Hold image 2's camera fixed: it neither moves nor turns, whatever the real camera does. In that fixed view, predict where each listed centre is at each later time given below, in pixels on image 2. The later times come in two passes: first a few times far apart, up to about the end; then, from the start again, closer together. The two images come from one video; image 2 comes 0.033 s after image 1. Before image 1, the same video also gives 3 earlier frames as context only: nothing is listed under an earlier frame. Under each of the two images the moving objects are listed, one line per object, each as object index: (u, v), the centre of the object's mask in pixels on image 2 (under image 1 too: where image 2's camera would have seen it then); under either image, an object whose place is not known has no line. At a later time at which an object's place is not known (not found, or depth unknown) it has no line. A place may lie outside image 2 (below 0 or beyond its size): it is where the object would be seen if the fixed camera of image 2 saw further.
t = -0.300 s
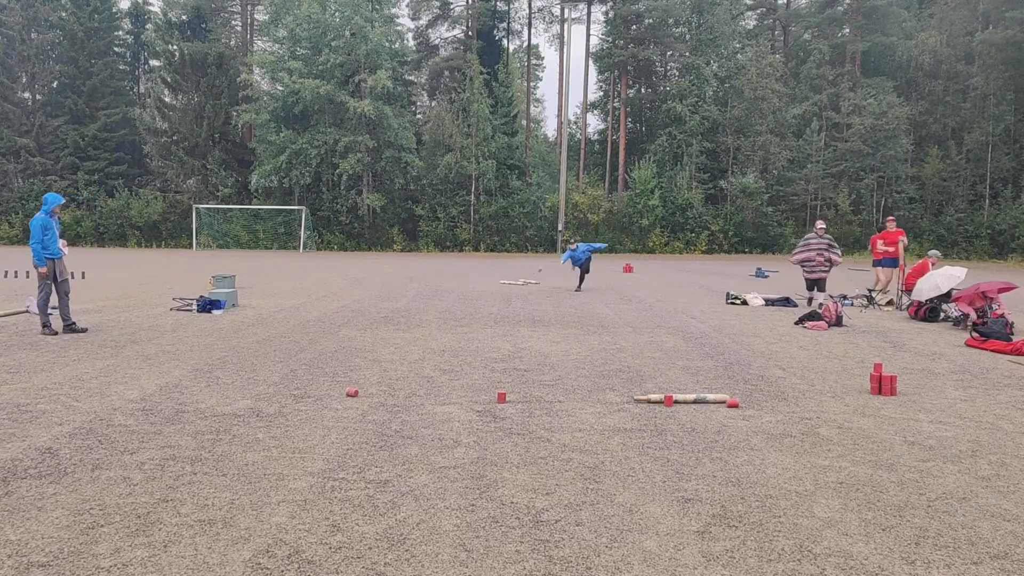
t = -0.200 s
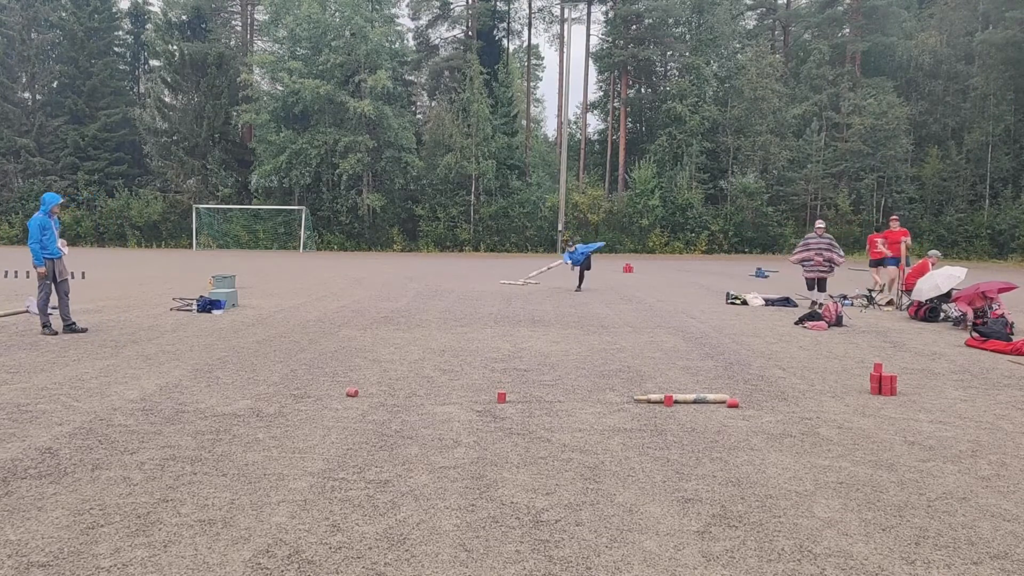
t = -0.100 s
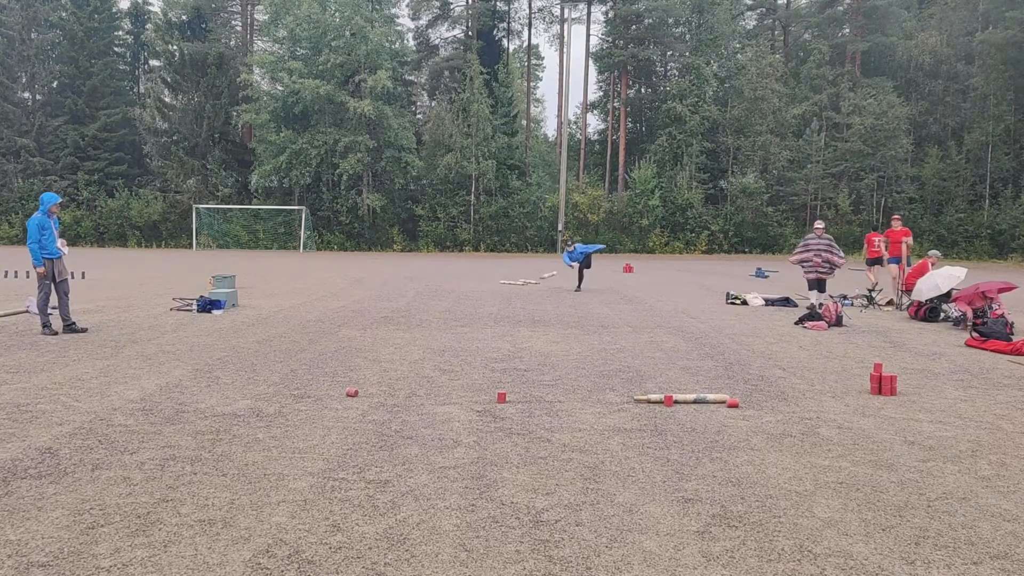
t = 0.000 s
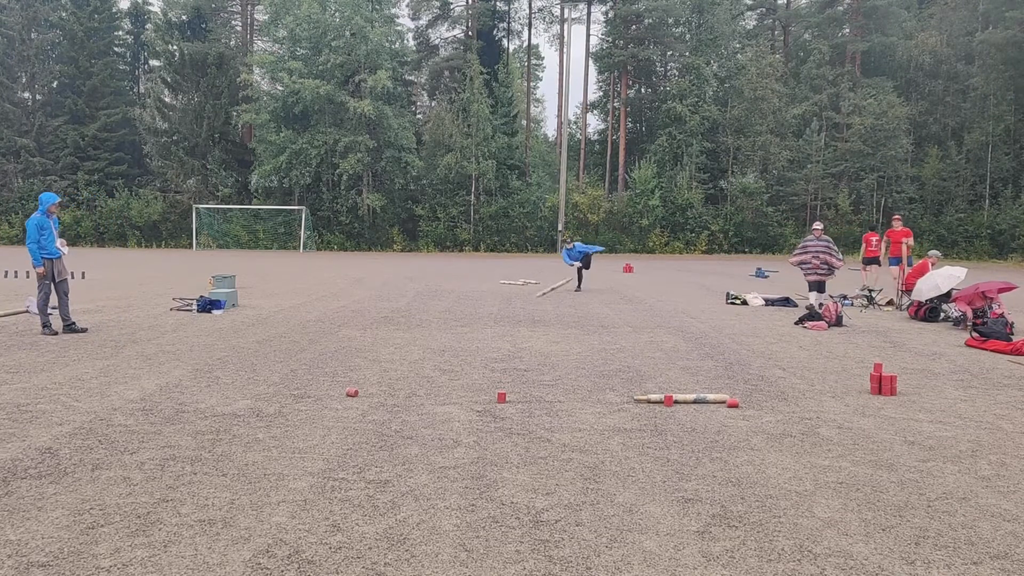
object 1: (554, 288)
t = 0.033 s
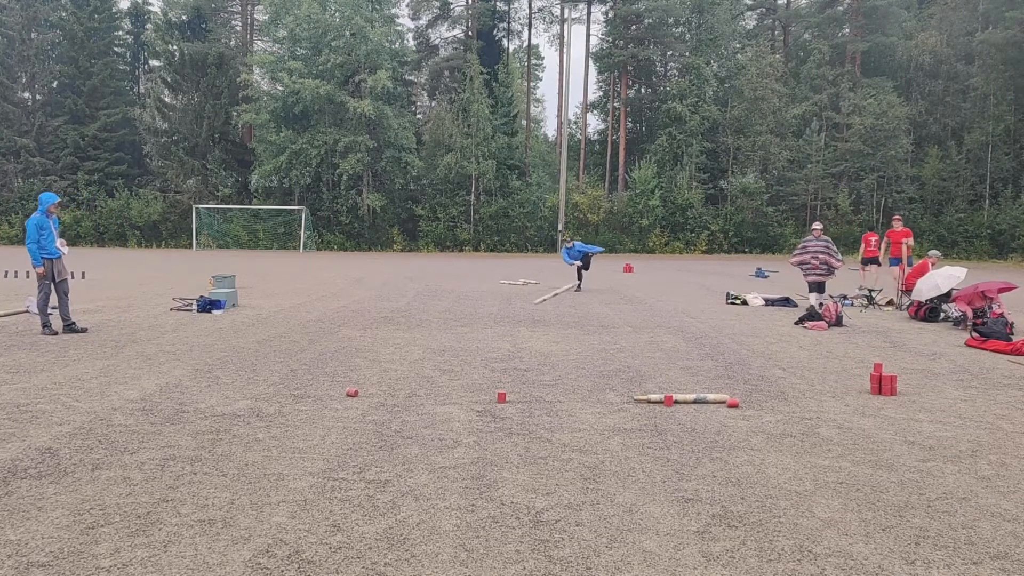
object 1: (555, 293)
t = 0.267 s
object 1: (572, 329)
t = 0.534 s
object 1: (592, 357)
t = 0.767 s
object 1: (614, 384)
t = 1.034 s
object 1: (633, 416)
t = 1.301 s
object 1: (640, 443)
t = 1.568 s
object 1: (657, 468)
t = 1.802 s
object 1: (661, 484)
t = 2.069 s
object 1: (680, 497)
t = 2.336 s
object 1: (706, 502)
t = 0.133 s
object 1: (561, 316)
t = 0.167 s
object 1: (564, 326)
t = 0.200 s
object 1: (567, 327)
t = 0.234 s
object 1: (569, 328)
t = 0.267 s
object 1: (572, 329)
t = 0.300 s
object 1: (574, 331)
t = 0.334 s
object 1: (577, 334)
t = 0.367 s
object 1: (579, 338)
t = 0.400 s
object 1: (581, 343)
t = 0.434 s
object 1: (584, 348)
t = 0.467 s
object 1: (586, 351)
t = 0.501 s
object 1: (589, 354)
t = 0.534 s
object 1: (592, 357)
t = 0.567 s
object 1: (595, 361)
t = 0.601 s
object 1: (598, 365)
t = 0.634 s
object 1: (602, 368)
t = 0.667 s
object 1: (605, 372)
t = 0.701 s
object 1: (610, 377)
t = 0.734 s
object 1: (612, 380)
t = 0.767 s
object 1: (614, 384)
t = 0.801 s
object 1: (619, 389)
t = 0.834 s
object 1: (621, 393)
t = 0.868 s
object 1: (624, 398)
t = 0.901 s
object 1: (627, 401)
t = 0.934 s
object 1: (629, 405)
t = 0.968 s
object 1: (632, 409)
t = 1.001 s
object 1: (632, 413)
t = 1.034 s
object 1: (633, 416)
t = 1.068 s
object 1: (635, 420)
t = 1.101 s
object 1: (635, 423)
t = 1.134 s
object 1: (635, 426)
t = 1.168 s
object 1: (636, 429)
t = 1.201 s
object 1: (637, 433)
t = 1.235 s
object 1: (637, 437)
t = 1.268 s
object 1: (639, 439)
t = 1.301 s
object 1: (640, 443)
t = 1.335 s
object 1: (643, 447)
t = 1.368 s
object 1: (645, 450)
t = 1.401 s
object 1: (648, 454)
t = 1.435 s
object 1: (650, 458)
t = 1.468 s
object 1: (652, 461)
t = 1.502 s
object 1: (654, 463)
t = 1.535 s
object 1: (656, 466)
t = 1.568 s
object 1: (657, 468)
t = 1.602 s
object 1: (658, 471)
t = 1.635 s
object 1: (660, 473)
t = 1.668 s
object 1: (659, 475)
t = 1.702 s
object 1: (660, 478)
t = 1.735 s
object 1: (660, 480)
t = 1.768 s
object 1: (662, 482)
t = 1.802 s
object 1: (661, 484)
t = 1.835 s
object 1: (662, 486)
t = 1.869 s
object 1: (664, 488)
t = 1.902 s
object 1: (665, 490)
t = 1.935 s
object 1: (668, 492)
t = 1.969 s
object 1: (671, 493)
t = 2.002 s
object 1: (673, 495)
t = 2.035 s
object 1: (677, 496)
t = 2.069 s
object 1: (680, 497)
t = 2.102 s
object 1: (683, 498)
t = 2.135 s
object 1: (687, 499)
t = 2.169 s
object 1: (690, 500)
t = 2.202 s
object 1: (694, 501)
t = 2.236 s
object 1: (697, 501)
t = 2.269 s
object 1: (700, 502)
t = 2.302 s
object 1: (704, 502)
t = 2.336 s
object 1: (706, 502)
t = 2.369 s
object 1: (709, 502)
